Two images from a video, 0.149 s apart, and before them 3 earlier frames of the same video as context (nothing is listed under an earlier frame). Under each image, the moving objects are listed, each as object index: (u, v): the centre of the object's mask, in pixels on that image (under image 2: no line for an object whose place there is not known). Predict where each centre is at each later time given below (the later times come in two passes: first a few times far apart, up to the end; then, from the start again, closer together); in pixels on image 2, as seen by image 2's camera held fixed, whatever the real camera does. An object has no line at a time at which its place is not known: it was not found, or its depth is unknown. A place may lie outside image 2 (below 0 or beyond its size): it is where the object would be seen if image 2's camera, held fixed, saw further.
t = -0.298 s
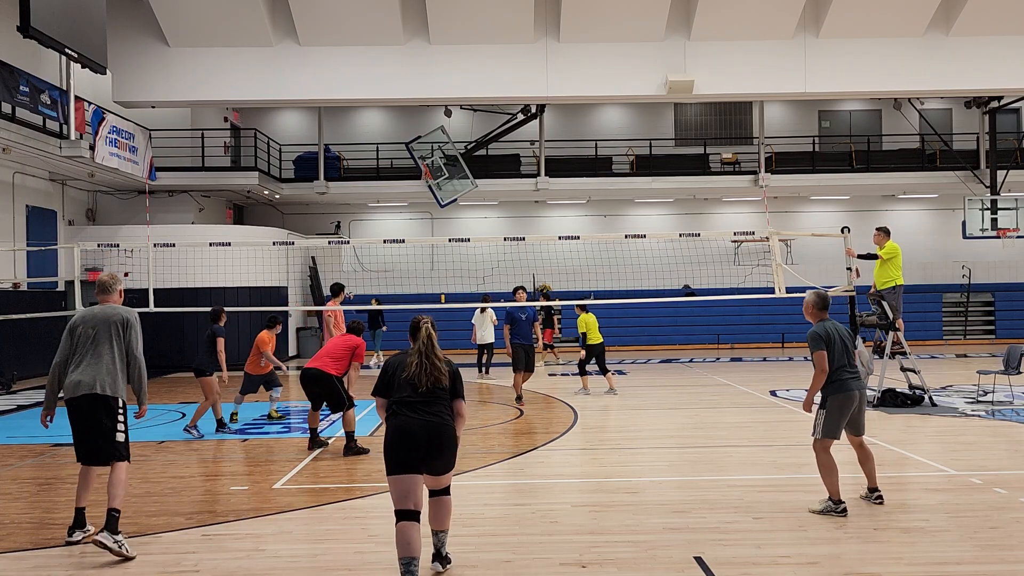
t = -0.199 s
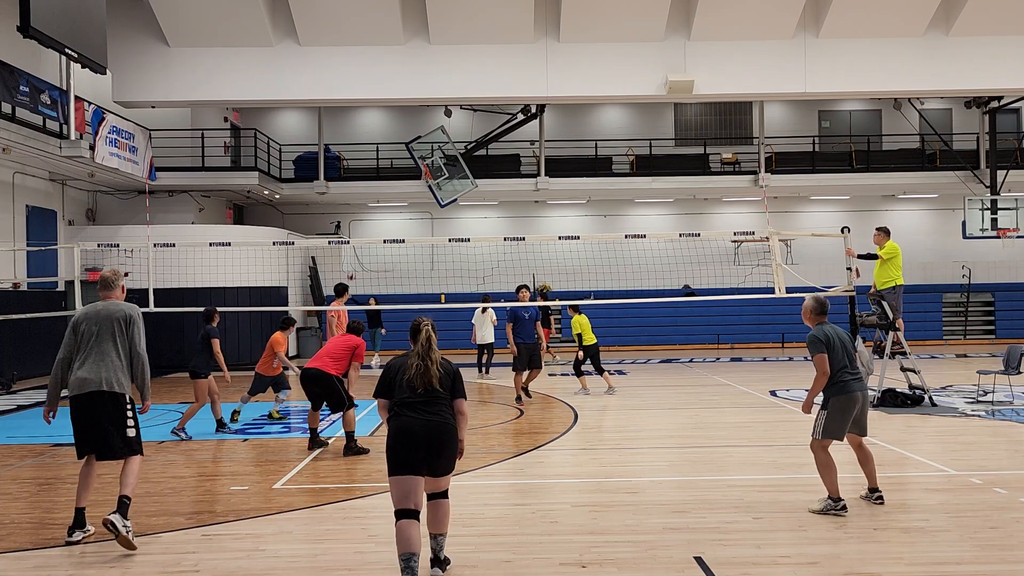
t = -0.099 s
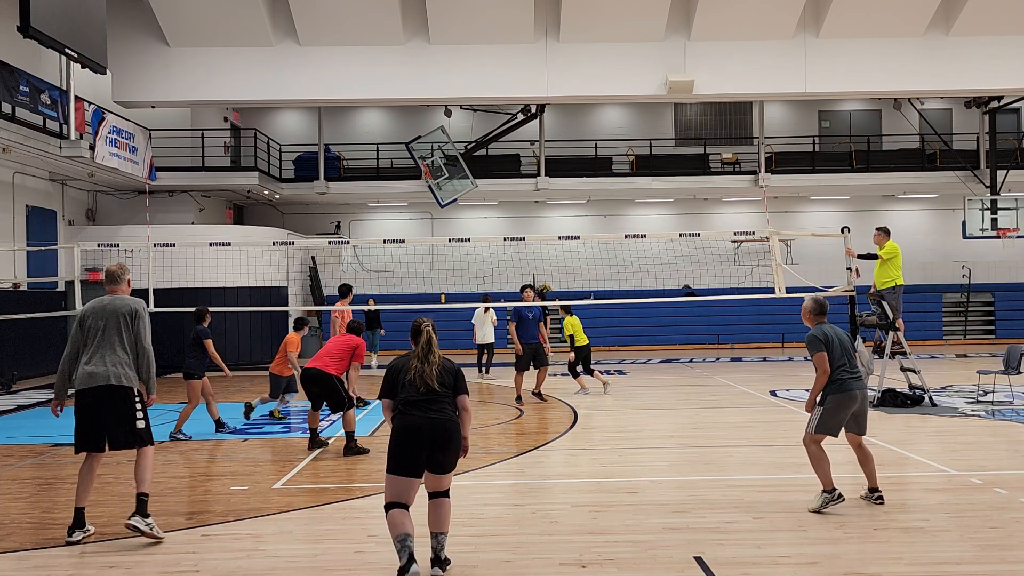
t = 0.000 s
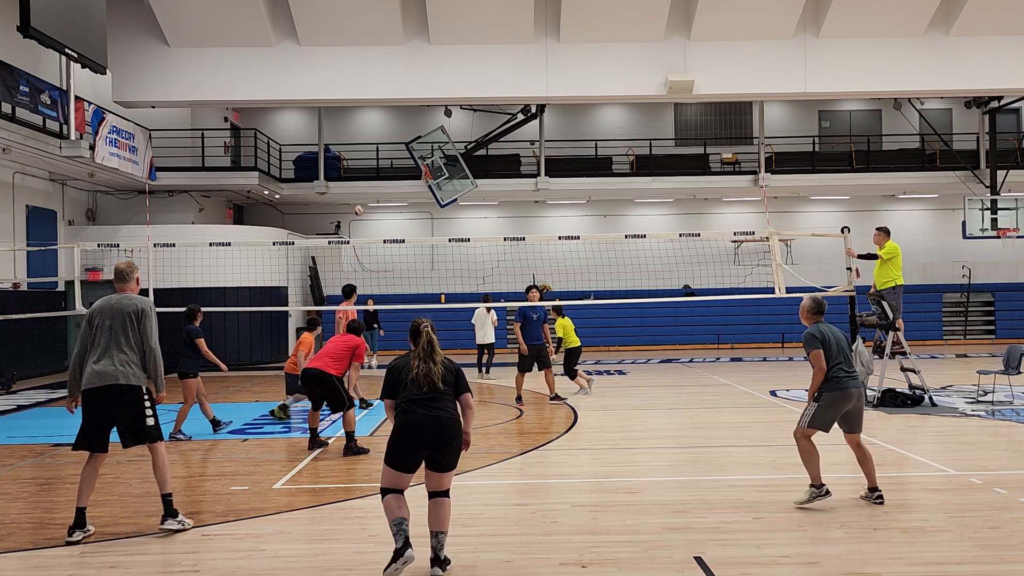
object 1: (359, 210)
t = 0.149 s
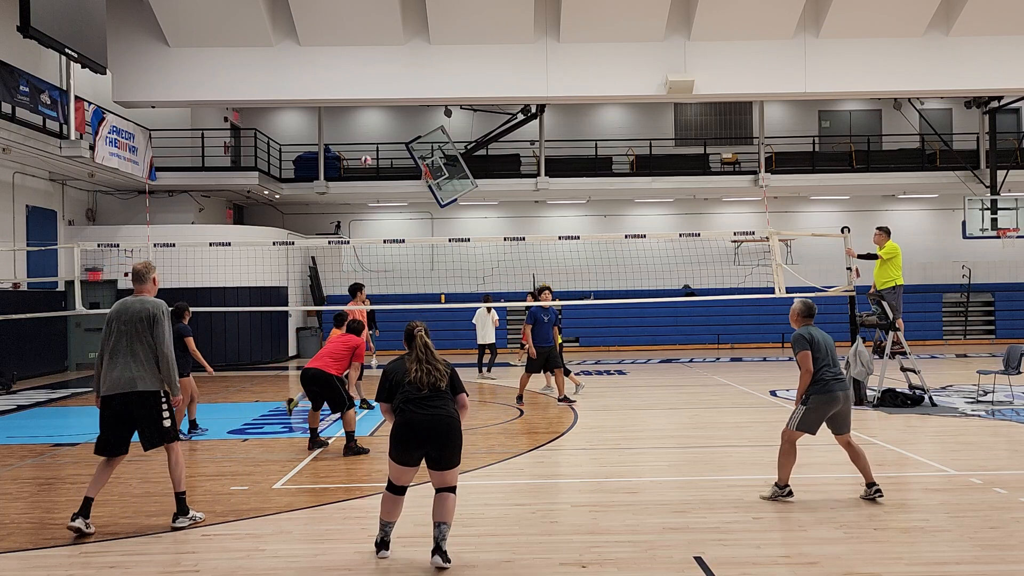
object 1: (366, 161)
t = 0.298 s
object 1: (371, 125)
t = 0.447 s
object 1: (380, 87)
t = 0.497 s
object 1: (382, 81)
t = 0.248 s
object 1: (370, 134)
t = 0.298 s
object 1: (371, 125)
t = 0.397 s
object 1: (377, 102)
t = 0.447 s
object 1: (380, 87)
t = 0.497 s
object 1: (382, 81)
